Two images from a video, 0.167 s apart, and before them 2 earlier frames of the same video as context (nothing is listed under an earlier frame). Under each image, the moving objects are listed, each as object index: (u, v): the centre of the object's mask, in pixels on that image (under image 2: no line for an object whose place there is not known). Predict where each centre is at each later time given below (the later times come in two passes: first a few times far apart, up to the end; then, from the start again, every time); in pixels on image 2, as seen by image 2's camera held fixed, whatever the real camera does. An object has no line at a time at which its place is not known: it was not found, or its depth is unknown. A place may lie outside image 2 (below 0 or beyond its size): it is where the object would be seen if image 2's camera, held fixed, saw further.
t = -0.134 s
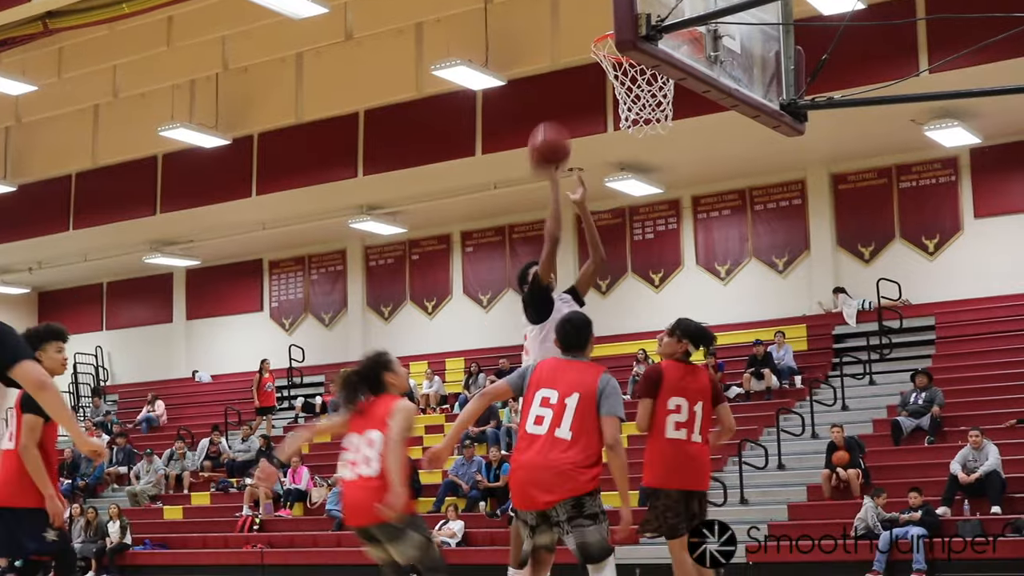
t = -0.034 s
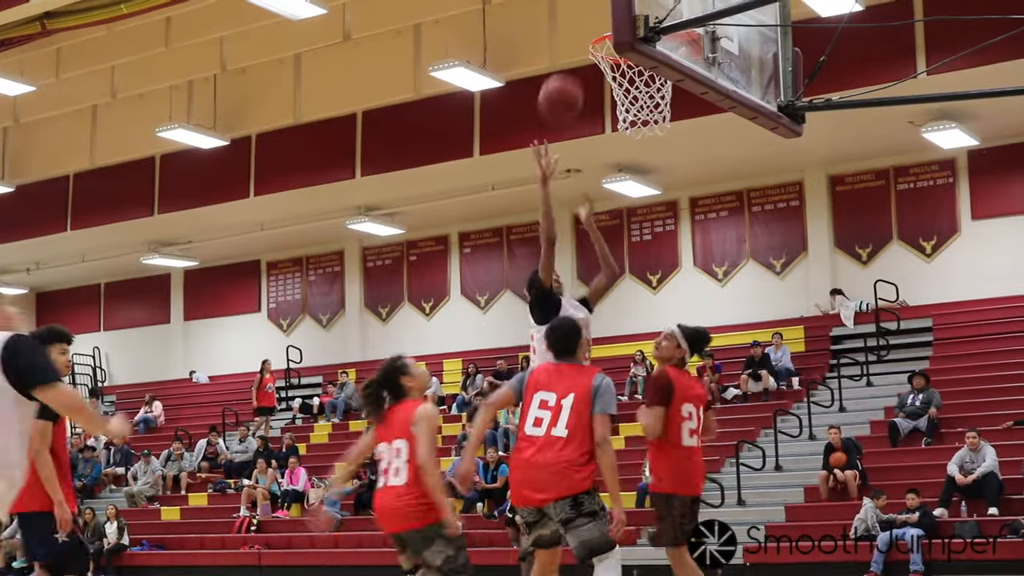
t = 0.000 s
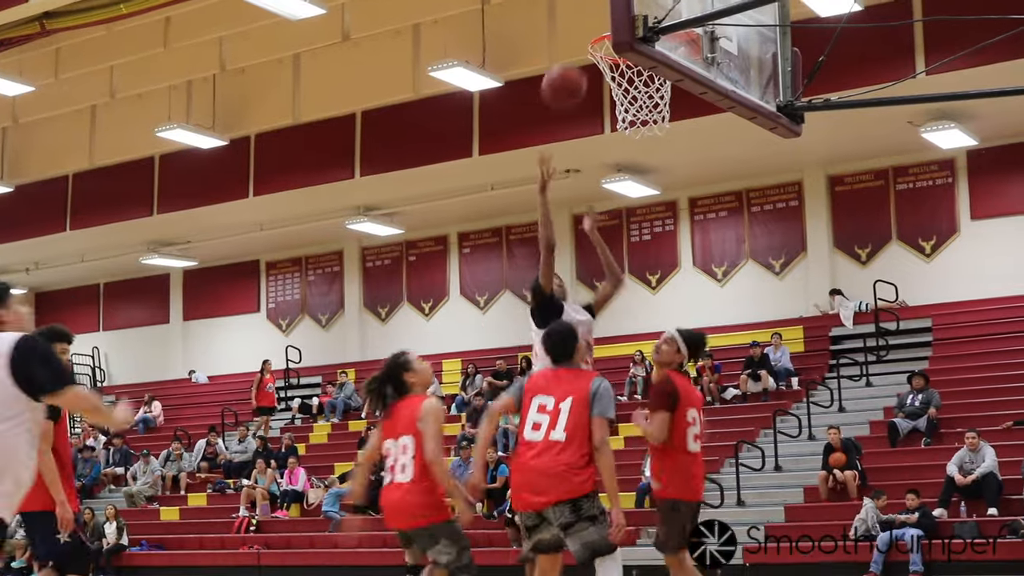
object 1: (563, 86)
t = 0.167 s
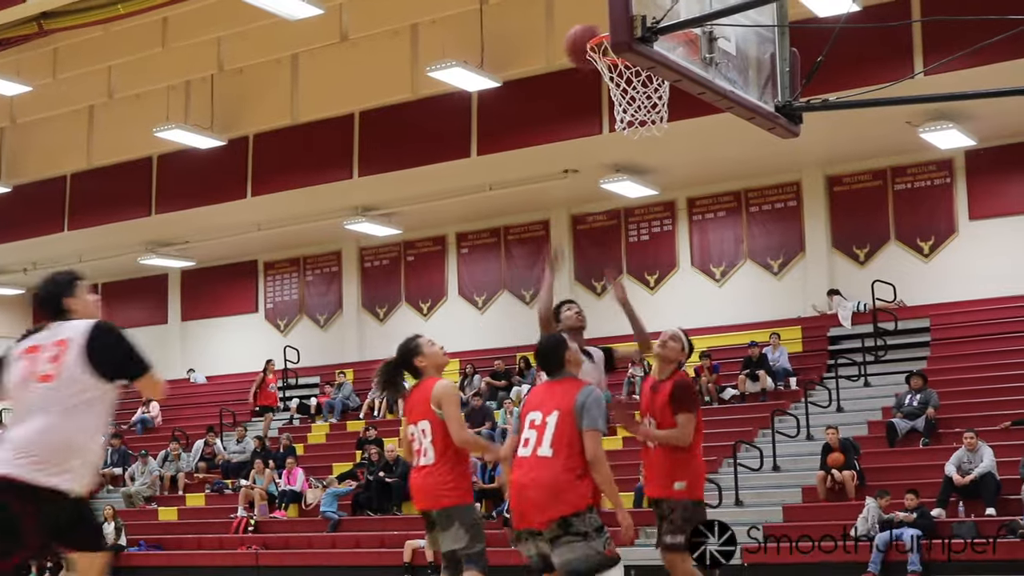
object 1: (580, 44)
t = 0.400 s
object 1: (598, 28)
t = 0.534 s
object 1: (600, 23)
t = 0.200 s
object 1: (585, 39)
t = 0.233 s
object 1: (591, 35)
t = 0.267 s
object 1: (594, 32)
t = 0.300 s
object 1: (595, 29)
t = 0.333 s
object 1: (596, 27)
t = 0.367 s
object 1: (598, 28)
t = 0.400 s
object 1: (598, 28)
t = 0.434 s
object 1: (598, 31)
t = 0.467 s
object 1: (599, 30)
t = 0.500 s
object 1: (599, 28)
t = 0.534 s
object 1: (600, 23)
